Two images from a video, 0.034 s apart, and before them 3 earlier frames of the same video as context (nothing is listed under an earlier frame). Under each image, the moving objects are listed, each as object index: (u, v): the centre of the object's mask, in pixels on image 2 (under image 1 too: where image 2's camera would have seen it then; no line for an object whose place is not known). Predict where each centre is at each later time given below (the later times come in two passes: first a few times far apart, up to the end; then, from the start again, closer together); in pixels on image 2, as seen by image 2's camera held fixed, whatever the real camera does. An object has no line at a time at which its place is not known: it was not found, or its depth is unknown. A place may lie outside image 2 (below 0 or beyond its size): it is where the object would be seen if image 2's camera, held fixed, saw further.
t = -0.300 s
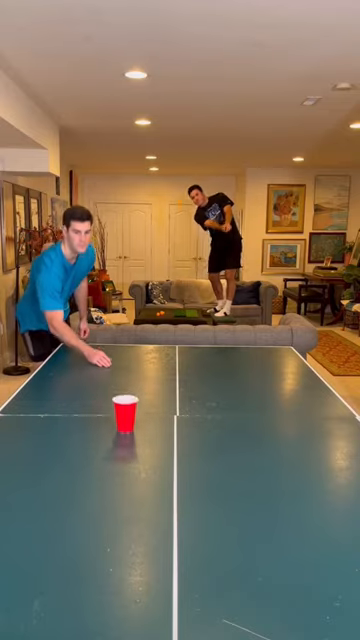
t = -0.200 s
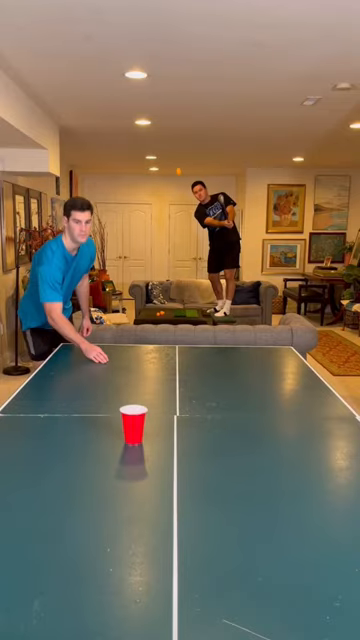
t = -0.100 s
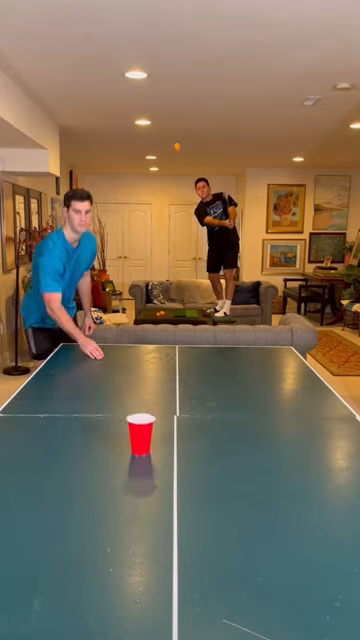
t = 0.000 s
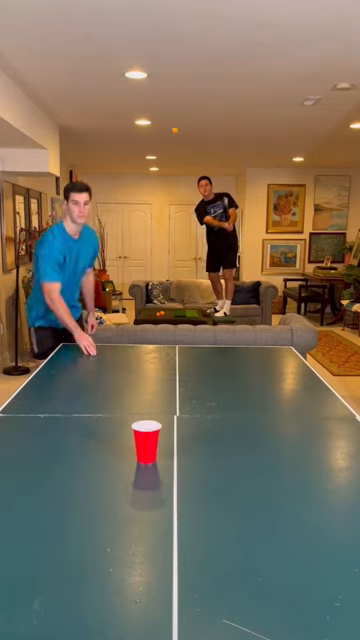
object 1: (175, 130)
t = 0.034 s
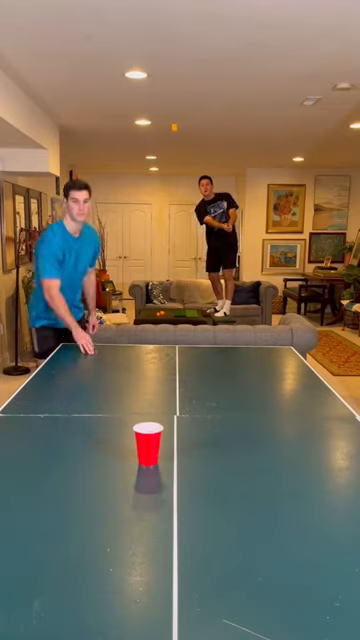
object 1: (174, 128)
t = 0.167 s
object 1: (171, 130)
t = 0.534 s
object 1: (161, 354)
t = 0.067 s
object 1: (173, 125)
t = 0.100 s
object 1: (173, 125)
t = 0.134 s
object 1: (172, 126)
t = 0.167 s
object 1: (171, 130)
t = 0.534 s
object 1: (161, 354)
